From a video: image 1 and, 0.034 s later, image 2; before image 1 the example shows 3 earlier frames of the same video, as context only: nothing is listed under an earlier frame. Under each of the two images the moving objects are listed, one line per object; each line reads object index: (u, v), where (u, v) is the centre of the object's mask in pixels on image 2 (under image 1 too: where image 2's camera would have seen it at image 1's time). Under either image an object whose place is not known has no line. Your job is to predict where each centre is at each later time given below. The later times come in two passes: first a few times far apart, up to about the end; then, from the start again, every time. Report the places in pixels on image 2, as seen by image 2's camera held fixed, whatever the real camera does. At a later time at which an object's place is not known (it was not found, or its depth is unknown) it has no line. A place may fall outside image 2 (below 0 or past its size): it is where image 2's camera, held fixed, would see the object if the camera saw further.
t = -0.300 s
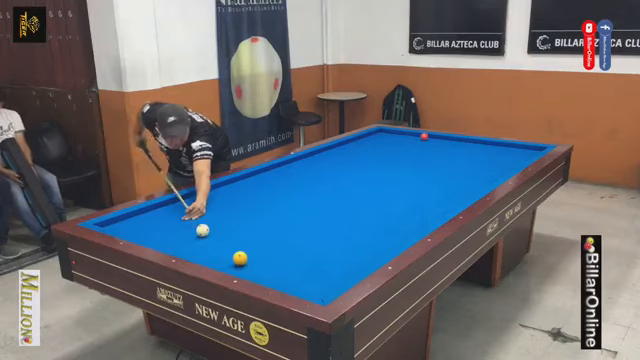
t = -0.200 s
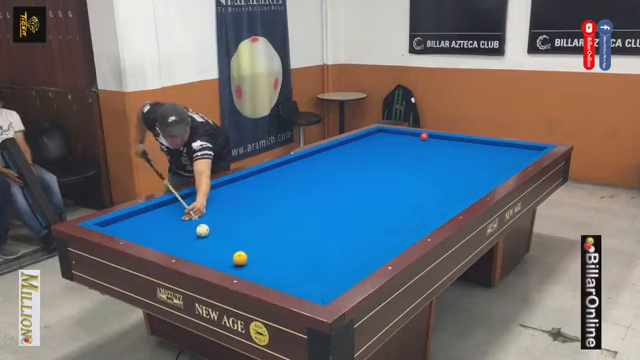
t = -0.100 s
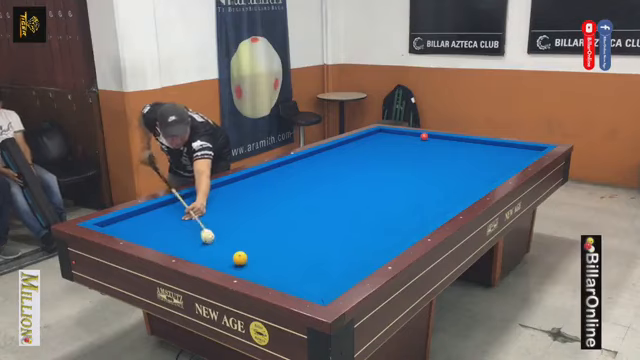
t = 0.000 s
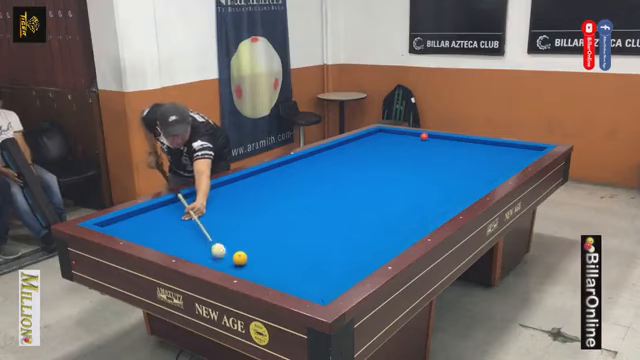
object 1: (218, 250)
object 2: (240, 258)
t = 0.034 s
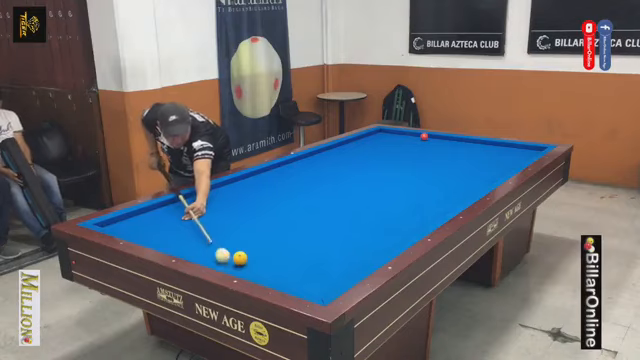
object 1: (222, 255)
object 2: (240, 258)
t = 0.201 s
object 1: (261, 265)
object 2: (251, 257)
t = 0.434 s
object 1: (333, 268)
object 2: (268, 256)
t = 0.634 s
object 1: (349, 256)
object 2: (281, 256)
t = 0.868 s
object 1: (343, 237)
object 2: (297, 255)
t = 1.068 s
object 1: (338, 223)
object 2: (309, 254)
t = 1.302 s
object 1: (334, 209)
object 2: (323, 254)
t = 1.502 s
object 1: (330, 198)
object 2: (335, 253)
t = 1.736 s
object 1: (327, 187)
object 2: (348, 252)
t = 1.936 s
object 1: (324, 178)
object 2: (358, 252)
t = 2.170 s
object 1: (322, 169)
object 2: (370, 251)
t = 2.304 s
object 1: (320, 165)
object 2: (376, 251)
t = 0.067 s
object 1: (226, 259)
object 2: (241, 258)
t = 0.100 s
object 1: (228, 263)
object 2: (244, 258)
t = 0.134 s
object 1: (239, 264)
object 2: (248, 256)
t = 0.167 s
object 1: (251, 265)
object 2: (248, 255)
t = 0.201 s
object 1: (261, 265)
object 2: (251, 257)
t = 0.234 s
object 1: (271, 265)
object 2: (254, 257)
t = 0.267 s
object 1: (281, 266)
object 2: (256, 257)
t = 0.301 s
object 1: (292, 266)
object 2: (258, 257)
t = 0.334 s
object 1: (302, 267)
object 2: (261, 257)
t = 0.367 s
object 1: (312, 267)
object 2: (263, 257)
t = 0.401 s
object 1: (322, 268)
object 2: (266, 257)
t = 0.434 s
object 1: (333, 268)
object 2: (268, 256)
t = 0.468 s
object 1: (343, 269)
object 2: (270, 256)
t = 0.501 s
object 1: (353, 268)
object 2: (273, 256)
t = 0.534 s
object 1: (356, 266)
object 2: (275, 256)
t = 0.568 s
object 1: (354, 263)
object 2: (277, 256)
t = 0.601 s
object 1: (351, 260)
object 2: (279, 256)
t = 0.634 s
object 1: (349, 256)
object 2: (281, 256)
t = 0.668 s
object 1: (348, 253)
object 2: (284, 255)
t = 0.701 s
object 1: (347, 250)
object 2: (286, 256)
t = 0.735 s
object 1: (346, 248)
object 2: (288, 256)
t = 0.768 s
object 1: (345, 245)
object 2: (290, 255)
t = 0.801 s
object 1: (345, 242)
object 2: (292, 255)
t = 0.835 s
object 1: (344, 239)
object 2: (295, 255)
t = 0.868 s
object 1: (343, 237)
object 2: (297, 255)
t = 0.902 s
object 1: (342, 234)
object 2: (299, 255)
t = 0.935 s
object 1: (341, 232)
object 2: (301, 255)
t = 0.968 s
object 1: (341, 229)
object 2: (303, 255)
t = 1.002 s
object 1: (340, 227)
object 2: (305, 254)
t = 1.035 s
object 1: (339, 225)
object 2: (307, 254)
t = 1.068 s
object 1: (338, 223)
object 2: (309, 254)
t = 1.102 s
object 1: (337, 221)
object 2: (312, 254)
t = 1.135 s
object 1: (337, 219)
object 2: (314, 254)
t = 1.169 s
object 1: (336, 216)
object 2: (316, 254)
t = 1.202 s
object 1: (335, 214)
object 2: (318, 254)
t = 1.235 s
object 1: (335, 212)
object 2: (320, 254)
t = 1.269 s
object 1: (334, 210)
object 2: (322, 254)
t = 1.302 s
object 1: (334, 209)
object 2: (323, 254)
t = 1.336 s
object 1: (333, 207)
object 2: (325, 254)
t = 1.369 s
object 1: (332, 205)
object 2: (327, 253)
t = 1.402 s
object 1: (332, 203)
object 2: (329, 253)
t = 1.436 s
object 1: (331, 201)
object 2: (331, 253)
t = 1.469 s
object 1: (331, 199)
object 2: (333, 253)
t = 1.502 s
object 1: (330, 198)
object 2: (335, 253)
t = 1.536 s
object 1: (330, 196)
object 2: (337, 253)
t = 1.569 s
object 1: (329, 194)
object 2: (339, 253)
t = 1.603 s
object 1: (329, 193)
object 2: (340, 253)
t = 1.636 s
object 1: (328, 191)
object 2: (342, 252)
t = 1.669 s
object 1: (328, 190)
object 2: (344, 253)
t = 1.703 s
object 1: (327, 188)
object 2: (346, 252)
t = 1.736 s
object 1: (327, 187)
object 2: (348, 252)
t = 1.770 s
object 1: (326, 185)
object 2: (349, 252)
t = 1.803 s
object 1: (326, 184)
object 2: (351, 252)
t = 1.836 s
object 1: (326, 182)
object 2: (353, 252)
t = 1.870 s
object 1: (325, 181)
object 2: (355, 252)
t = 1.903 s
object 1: (325, 179)
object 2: (357, 252)
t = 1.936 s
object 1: (324, 178)
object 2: (358, 252)
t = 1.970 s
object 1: (324, 177)
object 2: (360, 251)
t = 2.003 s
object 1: (324, 175)
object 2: (362, 251)
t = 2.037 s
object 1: (323, 174)
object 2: (363, 251)
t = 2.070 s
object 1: (323, 173)
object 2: (365, 251)
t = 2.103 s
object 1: (322, 172)
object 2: (367, 251)
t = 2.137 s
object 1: (322, 170)
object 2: (368, 251)
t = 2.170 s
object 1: (322, 169)
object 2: (370, 251)
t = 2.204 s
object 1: (321, 168)
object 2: (371, 251)
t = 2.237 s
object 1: (321, 167)
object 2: (373, 251)
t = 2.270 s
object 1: (320, 166)
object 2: (375, 251)
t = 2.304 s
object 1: (320, 165)
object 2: (376, 251)
